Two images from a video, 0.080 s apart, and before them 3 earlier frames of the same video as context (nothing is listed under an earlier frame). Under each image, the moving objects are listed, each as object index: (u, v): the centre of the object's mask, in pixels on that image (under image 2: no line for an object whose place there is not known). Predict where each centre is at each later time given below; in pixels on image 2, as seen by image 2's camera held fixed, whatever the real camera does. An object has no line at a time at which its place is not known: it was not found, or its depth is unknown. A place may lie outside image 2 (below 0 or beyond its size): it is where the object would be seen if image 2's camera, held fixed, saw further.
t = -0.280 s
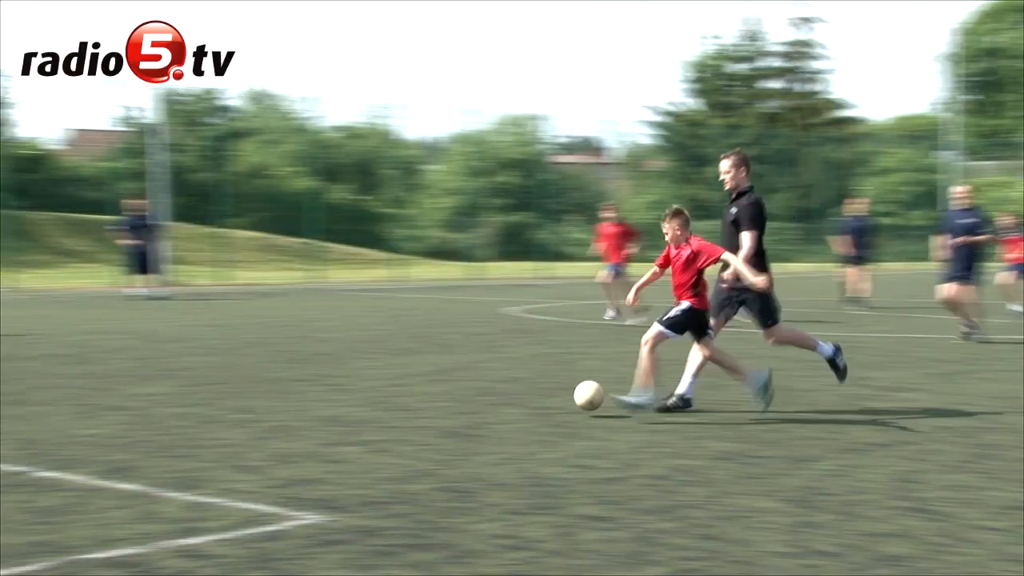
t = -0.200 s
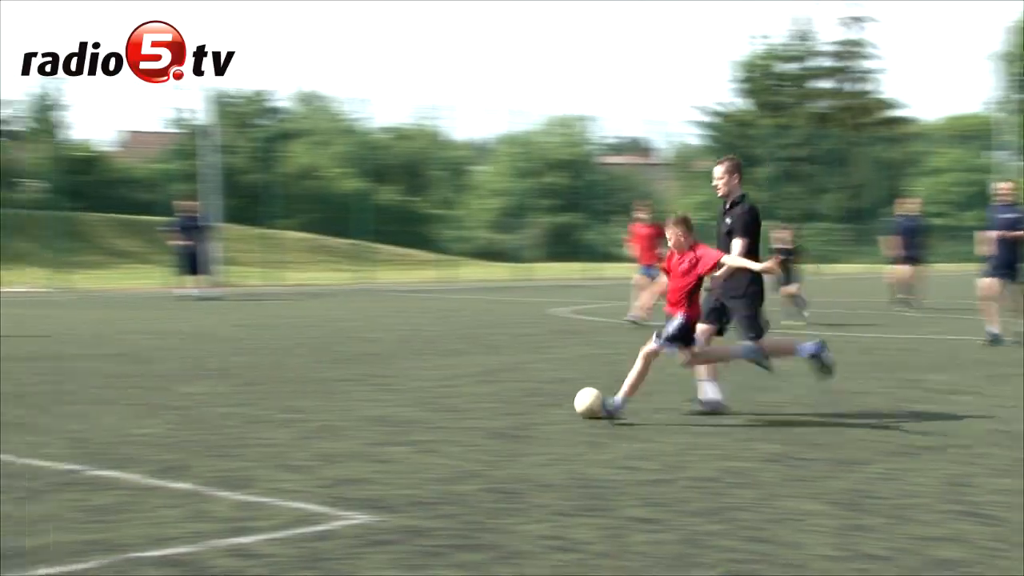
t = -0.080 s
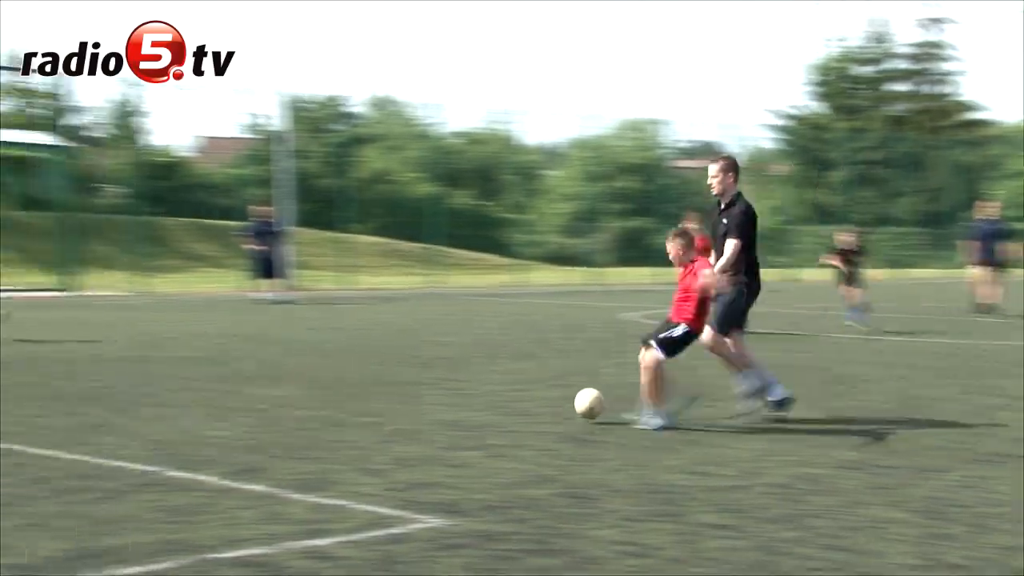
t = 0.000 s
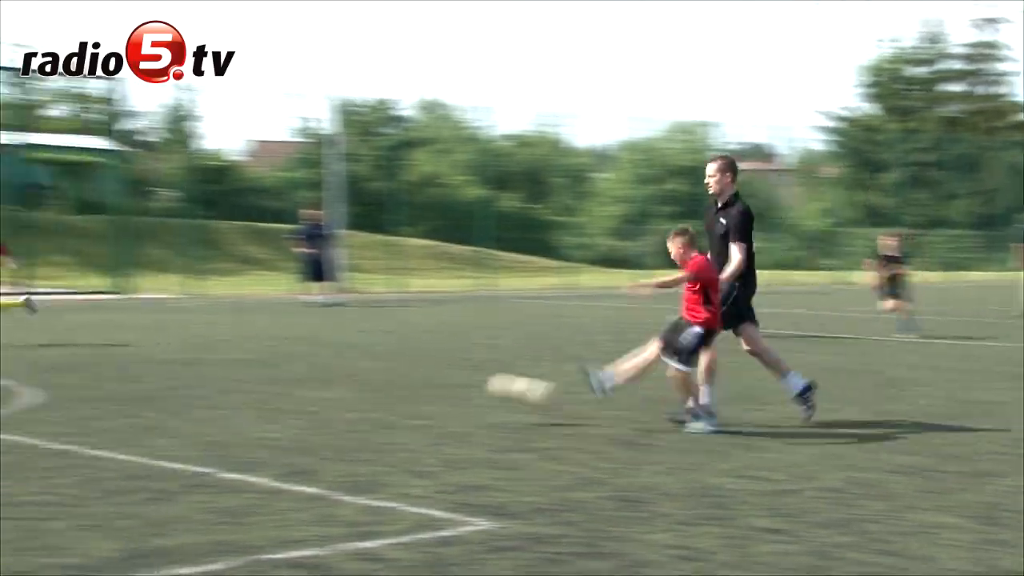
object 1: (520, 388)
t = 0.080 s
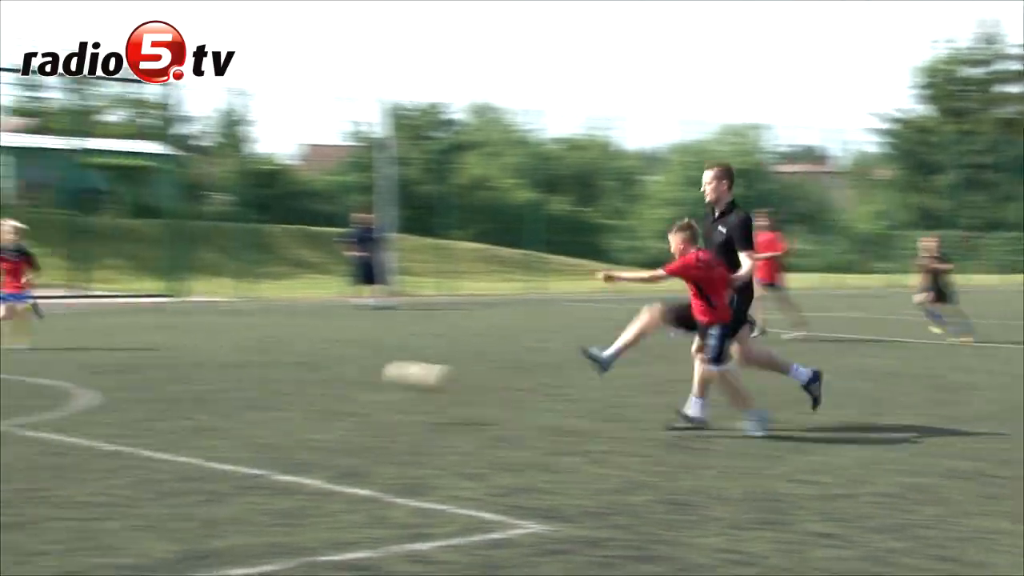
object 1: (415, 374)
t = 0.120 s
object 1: (337, 369)
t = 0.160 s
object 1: (262, 369)
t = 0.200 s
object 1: (187, 372)
